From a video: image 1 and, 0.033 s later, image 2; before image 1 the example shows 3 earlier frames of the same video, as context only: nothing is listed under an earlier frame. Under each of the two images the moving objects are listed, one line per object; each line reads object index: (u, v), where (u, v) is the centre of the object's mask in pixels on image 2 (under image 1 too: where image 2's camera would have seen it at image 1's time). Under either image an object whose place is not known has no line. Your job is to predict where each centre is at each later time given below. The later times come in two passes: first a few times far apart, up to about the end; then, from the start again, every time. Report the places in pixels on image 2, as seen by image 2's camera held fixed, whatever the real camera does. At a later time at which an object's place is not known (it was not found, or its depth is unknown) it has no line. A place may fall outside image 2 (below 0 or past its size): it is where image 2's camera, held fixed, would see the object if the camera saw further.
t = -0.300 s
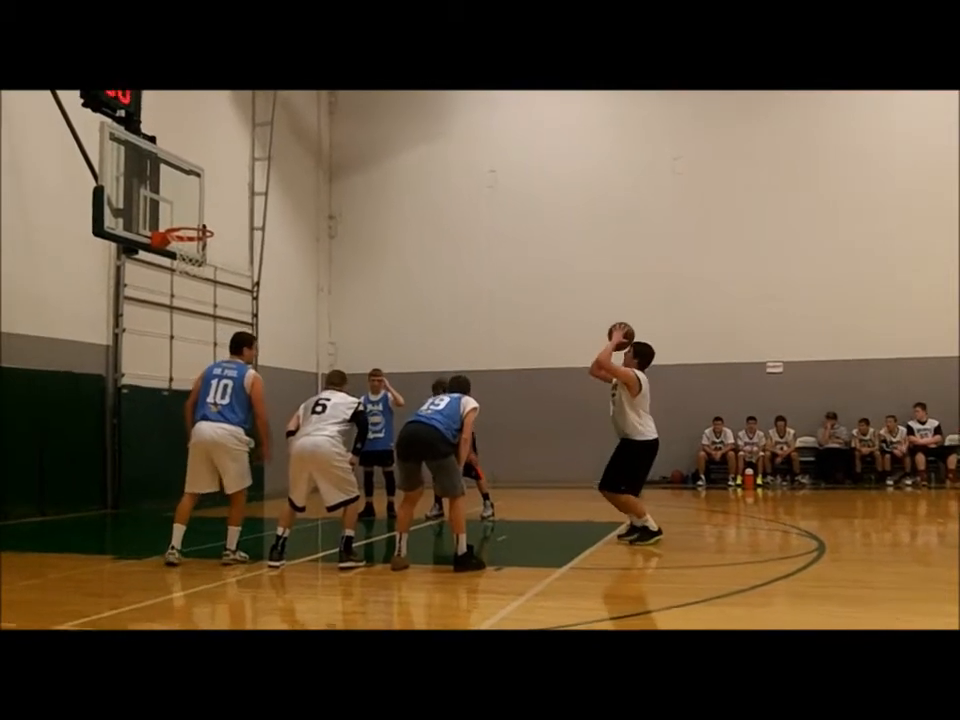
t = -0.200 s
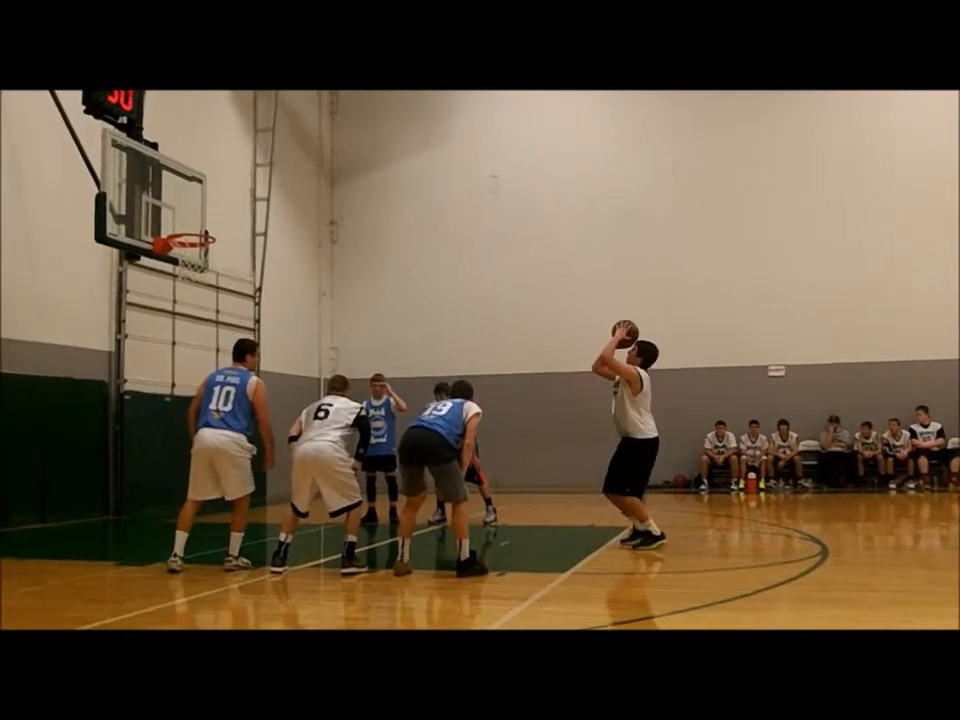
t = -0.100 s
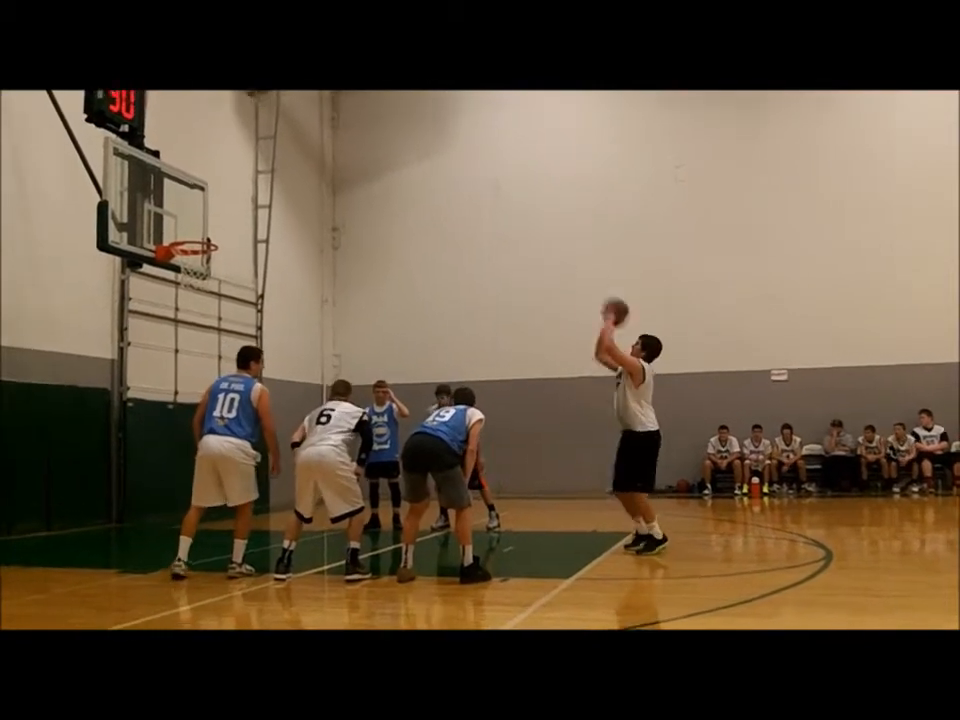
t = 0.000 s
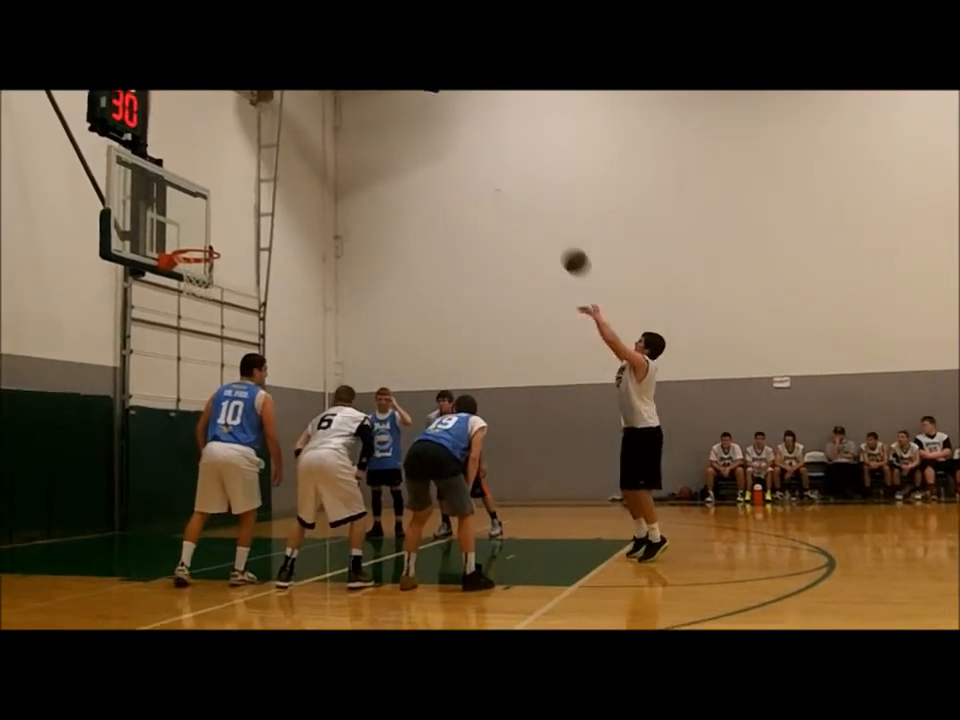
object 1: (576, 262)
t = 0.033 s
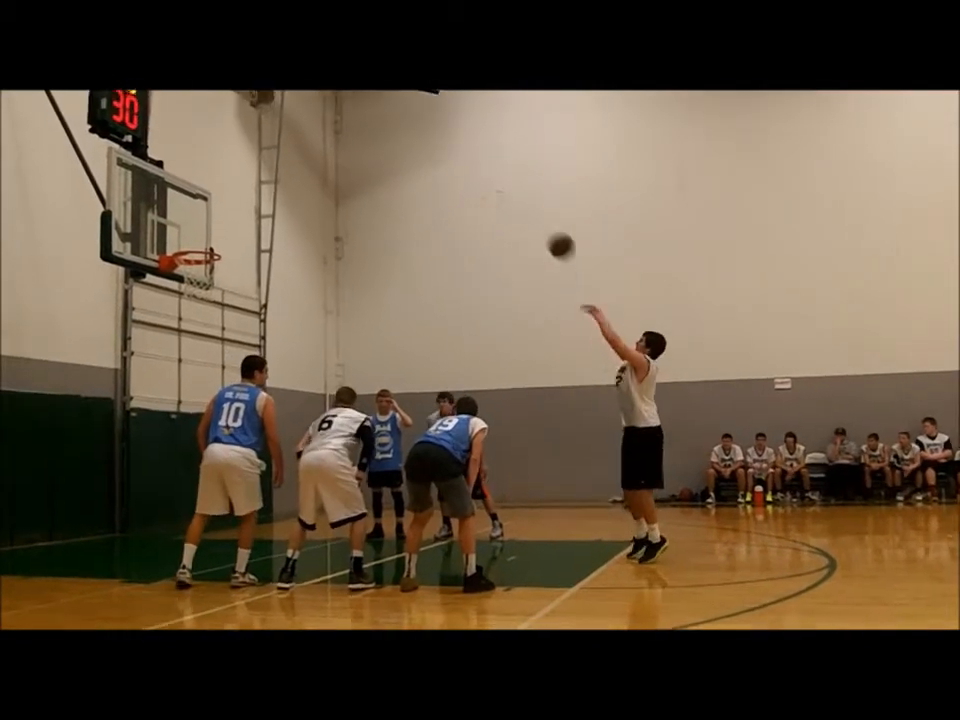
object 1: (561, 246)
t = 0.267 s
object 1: (460, 160)
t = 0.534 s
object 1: (356, 133)
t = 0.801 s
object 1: (257, 173)
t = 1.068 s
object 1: (192, 231)
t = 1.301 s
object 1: (227, 169)
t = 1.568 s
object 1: (271, 159)
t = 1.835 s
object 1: (321, 225)
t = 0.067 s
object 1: (546, 230)
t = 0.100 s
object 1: (531, 215)
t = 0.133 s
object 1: (516, 201)
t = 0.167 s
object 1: (502, 189)
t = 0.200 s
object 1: (488, 178)
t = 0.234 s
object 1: (474, 168)
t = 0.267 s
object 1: (460, 160)
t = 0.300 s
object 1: (447, 153)
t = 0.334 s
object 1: (433, 146)
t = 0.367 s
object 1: (420, 141)
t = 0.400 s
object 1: (407, 137)
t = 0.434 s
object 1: (394, 135)
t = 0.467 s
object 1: (381, 133)
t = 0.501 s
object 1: (368, 132)
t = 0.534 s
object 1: (356, 133)
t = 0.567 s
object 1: (343, 134)
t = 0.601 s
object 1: (330, 137)
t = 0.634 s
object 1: (318, 140)
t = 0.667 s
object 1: (305, 145)
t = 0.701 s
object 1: (293, 151)
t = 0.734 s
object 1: (281, 157)
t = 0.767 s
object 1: (269, 164)
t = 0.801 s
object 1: (257, 173)
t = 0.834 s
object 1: (246, 182)
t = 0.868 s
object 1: (234, 192)
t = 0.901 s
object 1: (223, 204)
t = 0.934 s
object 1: (212, 216)
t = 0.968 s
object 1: (200, 230)
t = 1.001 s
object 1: (189, 243)
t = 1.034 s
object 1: (187, 243)
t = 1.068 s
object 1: (192, 231)
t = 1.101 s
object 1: (197, 219)
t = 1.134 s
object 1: (202, 210)
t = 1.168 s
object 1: (207, 199)
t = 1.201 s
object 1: (211, 190)
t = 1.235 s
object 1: (217, 182)
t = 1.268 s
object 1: (222, 175)
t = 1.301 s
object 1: (227, 169)
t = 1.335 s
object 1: (232, 164)
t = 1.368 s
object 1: (238, 160)
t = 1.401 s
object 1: (243, 157)
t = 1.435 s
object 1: (248, 155)
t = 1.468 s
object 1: (253, 155)
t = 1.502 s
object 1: (259, 155)
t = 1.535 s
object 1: (265, 157)
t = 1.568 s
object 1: (271, 159)
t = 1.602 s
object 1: (277, 164)
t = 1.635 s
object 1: (283, 168)
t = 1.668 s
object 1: (289, 174)
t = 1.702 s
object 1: (295, 182)
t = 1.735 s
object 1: (301, 191)
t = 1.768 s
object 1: (308, 200)
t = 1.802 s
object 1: (314, 212)
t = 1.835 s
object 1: (321, 225)
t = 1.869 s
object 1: (329, 240)
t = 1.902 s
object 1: (336, 255)
